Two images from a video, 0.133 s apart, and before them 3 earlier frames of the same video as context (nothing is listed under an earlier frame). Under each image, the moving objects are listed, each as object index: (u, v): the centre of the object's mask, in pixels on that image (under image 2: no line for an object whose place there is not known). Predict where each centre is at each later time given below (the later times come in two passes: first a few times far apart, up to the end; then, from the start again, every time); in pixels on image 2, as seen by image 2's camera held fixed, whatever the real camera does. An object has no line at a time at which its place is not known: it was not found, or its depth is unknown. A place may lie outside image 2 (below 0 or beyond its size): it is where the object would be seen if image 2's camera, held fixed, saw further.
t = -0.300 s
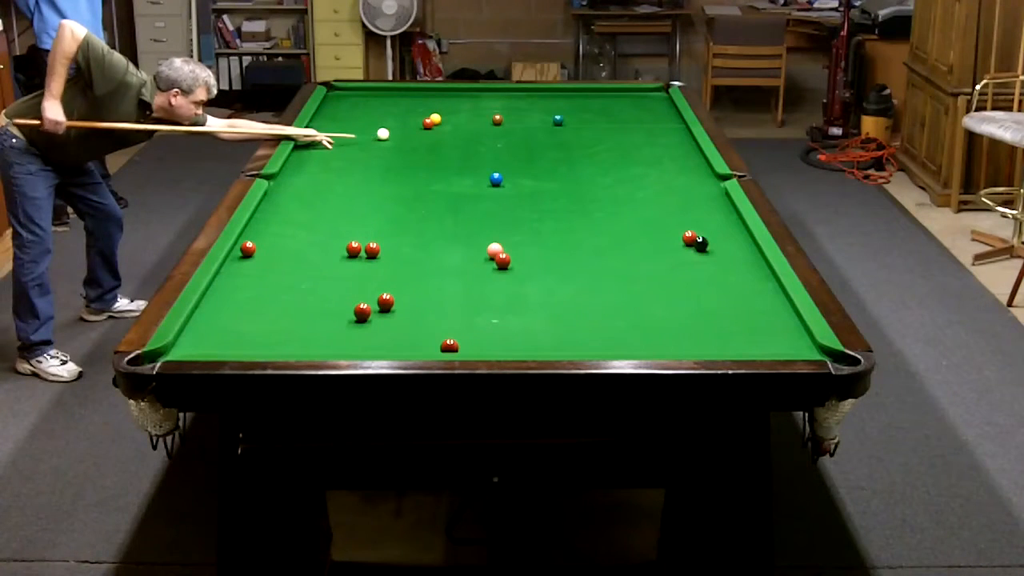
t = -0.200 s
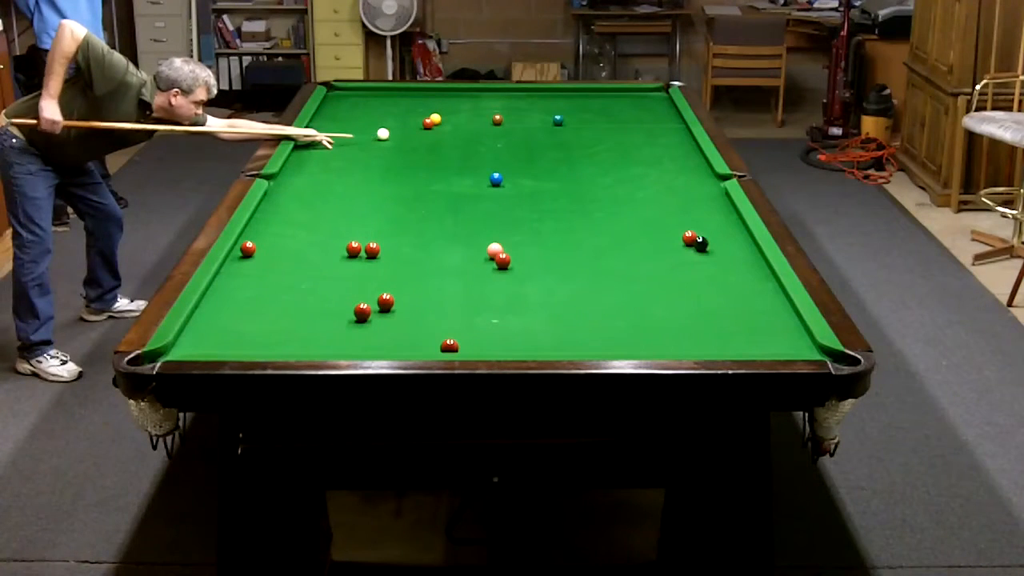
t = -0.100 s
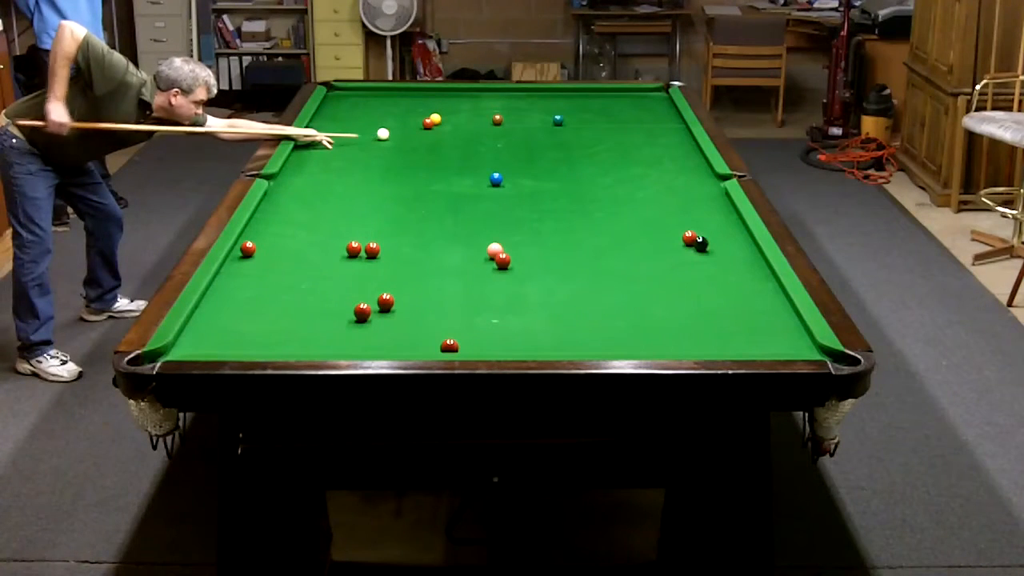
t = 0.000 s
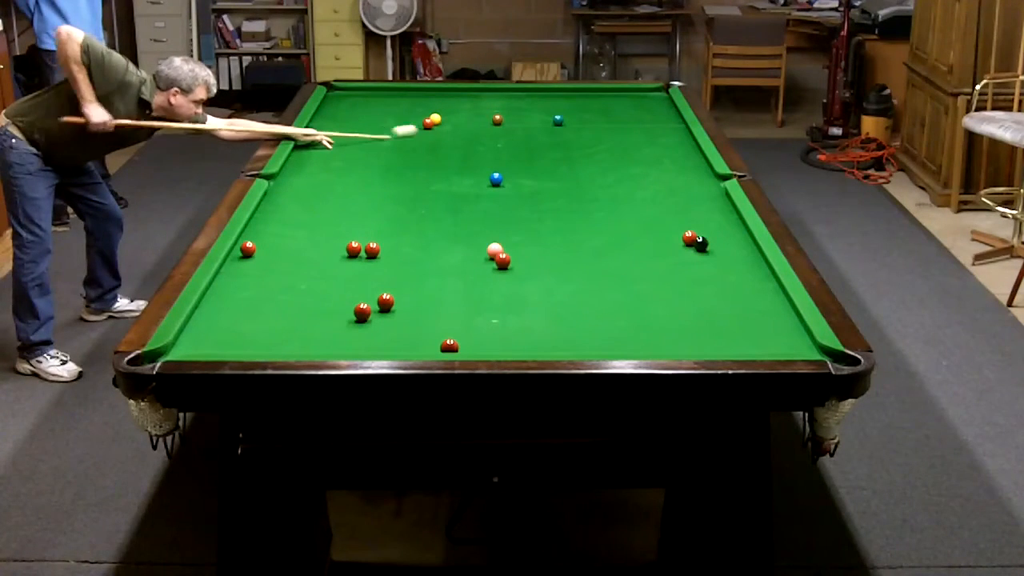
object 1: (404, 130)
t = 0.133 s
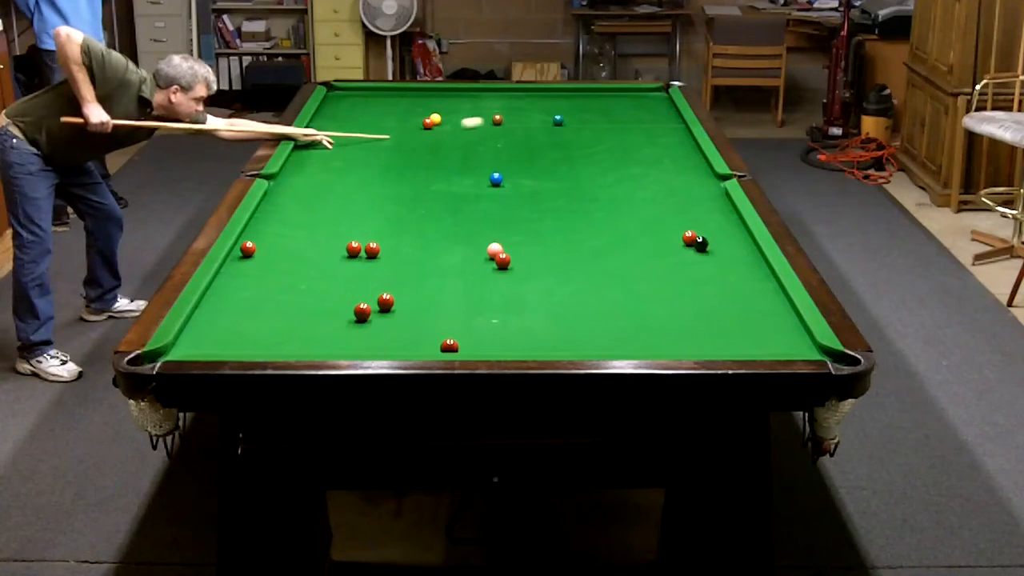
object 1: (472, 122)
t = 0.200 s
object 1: (490, 121)
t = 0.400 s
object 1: (490, 123)
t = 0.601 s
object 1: (489, 125)
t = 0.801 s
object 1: (488, 127)
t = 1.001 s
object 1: (488, 128)
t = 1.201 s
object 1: (487, 130)
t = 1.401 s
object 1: (486, 131)
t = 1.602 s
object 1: (486, 132)
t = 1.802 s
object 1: (486, 133)
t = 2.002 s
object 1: (486, 134)
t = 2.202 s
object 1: (486, 134)
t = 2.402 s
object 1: (486, 135)
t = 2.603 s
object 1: (486, 135)
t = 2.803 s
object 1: (486, 135)
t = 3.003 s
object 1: (486, 135)
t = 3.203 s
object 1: (486, 135)
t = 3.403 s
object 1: (486, 135)
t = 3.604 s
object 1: (486, 135)
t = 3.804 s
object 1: (486, 135)
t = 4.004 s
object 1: (486, 135)
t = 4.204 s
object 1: (486, 135)
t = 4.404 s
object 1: (486, 135)
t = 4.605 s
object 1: (486, 135)
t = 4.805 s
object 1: (486, 135)
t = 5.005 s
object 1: (486, 135)
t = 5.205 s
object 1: (486, 135)
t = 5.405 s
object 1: (486, 135)
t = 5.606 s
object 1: (486, 135)
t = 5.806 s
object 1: (486, 135)
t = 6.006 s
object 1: (486, 135)
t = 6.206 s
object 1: (486, 135)
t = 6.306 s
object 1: (486, 135)
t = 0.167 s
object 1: (485, 121)
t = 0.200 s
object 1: (490, 121)
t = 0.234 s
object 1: (490, 121)
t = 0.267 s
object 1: (491, 121)
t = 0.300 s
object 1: (491, 122)
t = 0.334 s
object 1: (491, 122)
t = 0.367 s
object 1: (490, 123)
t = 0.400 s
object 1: (490, 123)
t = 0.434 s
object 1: (490, 123)
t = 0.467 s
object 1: (490, 124)
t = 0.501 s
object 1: (490, 124)
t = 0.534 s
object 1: (490, 124)
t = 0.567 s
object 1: (489, 124)
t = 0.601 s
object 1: (489, 125)
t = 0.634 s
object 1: (489, 125)
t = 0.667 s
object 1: (489, 125)
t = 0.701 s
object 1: (489, 126)
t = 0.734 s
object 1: (489, 126)
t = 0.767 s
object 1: (488, 126)
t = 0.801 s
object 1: (488, 127)
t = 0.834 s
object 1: (488, 127)
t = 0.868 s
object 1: (488, 127)
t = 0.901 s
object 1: (488, 127)
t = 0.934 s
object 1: (488, 128)
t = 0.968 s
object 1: (488, 128)
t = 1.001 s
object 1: (488, 128)
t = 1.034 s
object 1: (487, 129)
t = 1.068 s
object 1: (487, 129)
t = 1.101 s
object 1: (487, 129)
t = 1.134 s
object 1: (487, 129)
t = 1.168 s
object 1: (487, 130)
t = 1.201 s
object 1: (487, 130)
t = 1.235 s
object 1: (487, 130)
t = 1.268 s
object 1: (487, 130)
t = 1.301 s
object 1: (487, 130)
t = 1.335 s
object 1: (486, 131)
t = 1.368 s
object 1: (486, 131)
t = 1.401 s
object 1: (486, 131)
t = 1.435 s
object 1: (486, 131)
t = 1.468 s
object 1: (486, 131)
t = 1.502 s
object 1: (486, 131)
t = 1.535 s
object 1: (486, 132)
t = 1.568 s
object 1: (486, 132)
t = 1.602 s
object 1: (486, 132)
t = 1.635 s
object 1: (486, 132)
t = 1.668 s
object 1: (486, 133)
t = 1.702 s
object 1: (486, 133)
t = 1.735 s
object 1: (486, 133)
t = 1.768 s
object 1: (486, 133)
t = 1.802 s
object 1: (486, 133)
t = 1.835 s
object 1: (486, 133)
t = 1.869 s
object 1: (486, 134)
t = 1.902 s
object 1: (486, 134)
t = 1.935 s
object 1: (486, 134)
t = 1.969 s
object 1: (486, 134)
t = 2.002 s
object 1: (486, 134)
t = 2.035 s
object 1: (486, 134)
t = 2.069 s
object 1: (486, 134)
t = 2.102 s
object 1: (485, 134)
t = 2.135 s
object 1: (485, 134)
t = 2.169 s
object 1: (486, 134)
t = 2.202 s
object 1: (486, 134)
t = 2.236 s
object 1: (486, 135)
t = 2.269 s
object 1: (486, 135)
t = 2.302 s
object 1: (486, 135)
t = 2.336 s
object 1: (486, 135)
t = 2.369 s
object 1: (486, 135)
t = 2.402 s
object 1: (486, 135)
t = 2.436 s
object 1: (486, 135)
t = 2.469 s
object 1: (486, 135)
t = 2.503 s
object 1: (486, 135)
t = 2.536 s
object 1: (486, 135)
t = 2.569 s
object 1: (486, 135)
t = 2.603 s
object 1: (486, 135)
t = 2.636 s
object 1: (486, 135)
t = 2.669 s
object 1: (486, 135)
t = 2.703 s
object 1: (486, 135)
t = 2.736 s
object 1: (486, 135)
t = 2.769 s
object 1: (486, 135)
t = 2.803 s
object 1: (486, 135)
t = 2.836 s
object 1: (486, 135)
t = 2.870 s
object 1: (486, 135)
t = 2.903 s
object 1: (486, 135)
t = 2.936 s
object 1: (486, 135)
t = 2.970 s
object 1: (486, 135)
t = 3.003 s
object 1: (486, 135)
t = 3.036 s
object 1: (486, 135)
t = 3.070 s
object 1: (486, 135)
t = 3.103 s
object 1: (486, 135)
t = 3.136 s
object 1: (486, 135)
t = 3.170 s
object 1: (486, 135)
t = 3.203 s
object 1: (486, 135)
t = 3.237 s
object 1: (486, 135)
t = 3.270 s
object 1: (486, 135)
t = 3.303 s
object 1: (486, 135)
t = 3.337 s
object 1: (486, 135)
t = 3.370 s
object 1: (486, 135)
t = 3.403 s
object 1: (486, 135)
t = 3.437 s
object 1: (486, 135)
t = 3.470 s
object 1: (486, 135)
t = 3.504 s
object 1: (486, 135)
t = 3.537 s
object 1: (486, 135)
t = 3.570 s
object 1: (486, 135)
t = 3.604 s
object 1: (486, 135)
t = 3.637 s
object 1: (486, 135)
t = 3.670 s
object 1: (486, 135)
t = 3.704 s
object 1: (486, 135)
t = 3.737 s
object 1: (486, 135)
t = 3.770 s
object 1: (486, 135)
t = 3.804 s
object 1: (486, 135)
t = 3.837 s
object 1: (486, 135)
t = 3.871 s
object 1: (486, 135)
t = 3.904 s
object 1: (486, 135)
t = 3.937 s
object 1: (486, 135)
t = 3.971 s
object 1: (486, 135)
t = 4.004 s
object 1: (486, 135)
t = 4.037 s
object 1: (486, 135)
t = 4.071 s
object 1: (486, 135)
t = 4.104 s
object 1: (486, 135)
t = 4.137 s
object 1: (486, 135)
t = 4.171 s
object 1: (486, 135)
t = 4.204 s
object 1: (486, 135)
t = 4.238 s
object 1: (486, 135)
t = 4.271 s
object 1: (486, 135)
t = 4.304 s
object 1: (486, 135)
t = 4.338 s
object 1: (486, 135)
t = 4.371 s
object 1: (486, 135)
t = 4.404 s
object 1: (486, 135)
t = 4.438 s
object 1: (486, 135)
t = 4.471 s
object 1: (486, 135)
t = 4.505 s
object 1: (486, 135)
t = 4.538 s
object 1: (486, 135)
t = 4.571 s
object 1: (486, 135)
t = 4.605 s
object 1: (486, 135)
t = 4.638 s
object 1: (486, 135)
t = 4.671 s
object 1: (486, 135)
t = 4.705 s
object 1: (486, 135)
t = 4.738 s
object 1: (486, 135)
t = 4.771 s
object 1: (486, 135)
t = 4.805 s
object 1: (486, 135)
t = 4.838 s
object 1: (486, 135)
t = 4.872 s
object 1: (486, 135)
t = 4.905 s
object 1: (486, 135)
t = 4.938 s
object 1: (486, 135)
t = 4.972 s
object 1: (486, 135)
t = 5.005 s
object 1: (486, 135)
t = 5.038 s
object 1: (486, 135)
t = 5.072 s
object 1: (486, 135)
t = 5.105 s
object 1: (486, 135)
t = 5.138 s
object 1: (486, 135)
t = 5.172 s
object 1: (486, 135)
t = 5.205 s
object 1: (486, 135)
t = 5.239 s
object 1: (486, 135)
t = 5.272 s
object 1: (486, 135)
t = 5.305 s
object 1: (486, 135)
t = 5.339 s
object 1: (486, 135)
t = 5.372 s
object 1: (486, 135)
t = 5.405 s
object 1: (486, 135)
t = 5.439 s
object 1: (486, 135)
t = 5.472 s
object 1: (486, 135)
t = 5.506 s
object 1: (486, 135)
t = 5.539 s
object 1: (486, 135)
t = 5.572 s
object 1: (486, 135)
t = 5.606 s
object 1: (486, 135)
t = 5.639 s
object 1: (486, 135)
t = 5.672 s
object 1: (486, 135)
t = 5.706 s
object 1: (486, 135)
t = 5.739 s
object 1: (486, 135)
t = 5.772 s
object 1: (486, 135)
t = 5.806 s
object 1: (486, 135)
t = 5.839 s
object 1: (486, 135)
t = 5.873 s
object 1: (486, 135)
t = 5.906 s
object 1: (486, 135)
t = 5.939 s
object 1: (486, 135)
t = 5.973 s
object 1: (486, 135)
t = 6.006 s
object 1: (486, 135)
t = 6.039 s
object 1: (486, 135)
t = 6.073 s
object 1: (486, 135)
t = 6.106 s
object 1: (486, 135)
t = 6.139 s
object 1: (486, 135)
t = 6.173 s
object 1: (486, 135)
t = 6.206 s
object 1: (486, 135)
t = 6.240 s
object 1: (486, 135)
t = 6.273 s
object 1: (486, 135)
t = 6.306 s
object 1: (486, 135)
